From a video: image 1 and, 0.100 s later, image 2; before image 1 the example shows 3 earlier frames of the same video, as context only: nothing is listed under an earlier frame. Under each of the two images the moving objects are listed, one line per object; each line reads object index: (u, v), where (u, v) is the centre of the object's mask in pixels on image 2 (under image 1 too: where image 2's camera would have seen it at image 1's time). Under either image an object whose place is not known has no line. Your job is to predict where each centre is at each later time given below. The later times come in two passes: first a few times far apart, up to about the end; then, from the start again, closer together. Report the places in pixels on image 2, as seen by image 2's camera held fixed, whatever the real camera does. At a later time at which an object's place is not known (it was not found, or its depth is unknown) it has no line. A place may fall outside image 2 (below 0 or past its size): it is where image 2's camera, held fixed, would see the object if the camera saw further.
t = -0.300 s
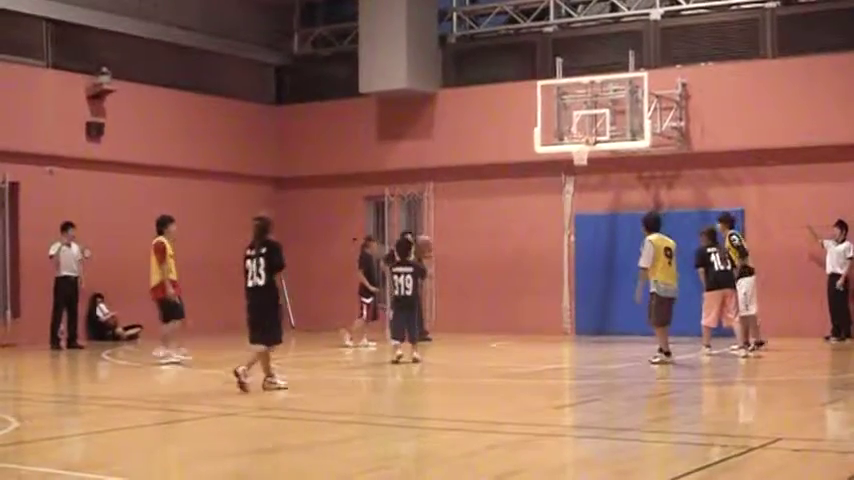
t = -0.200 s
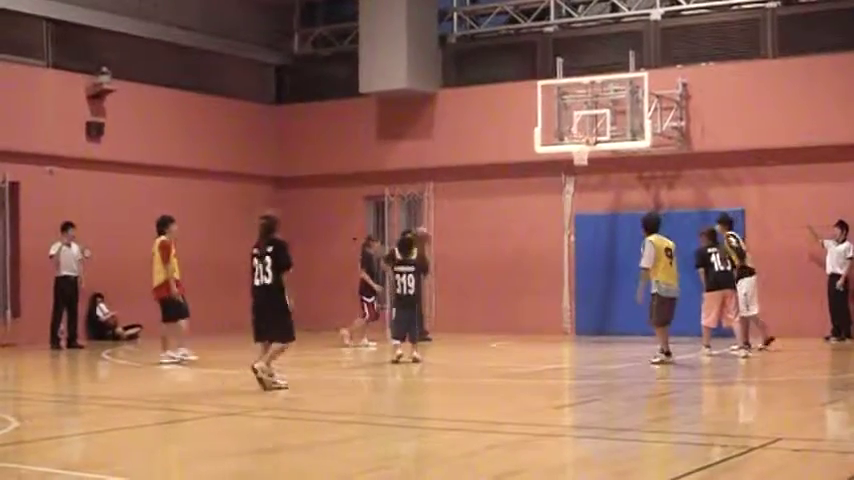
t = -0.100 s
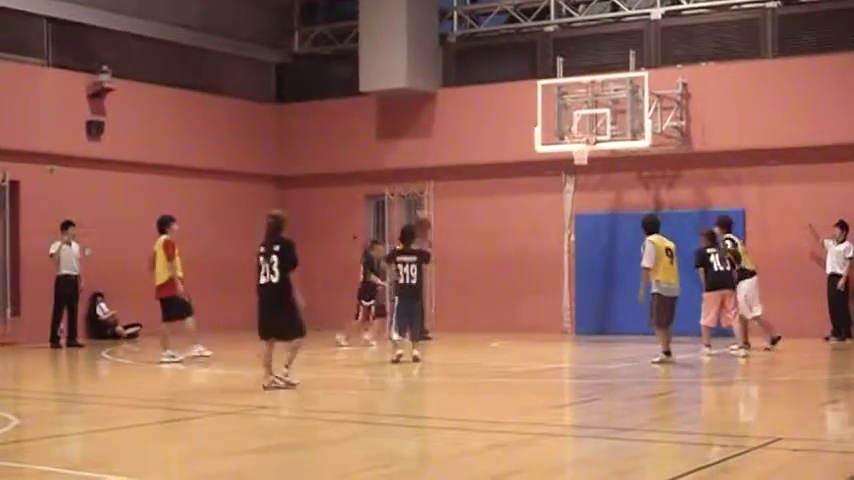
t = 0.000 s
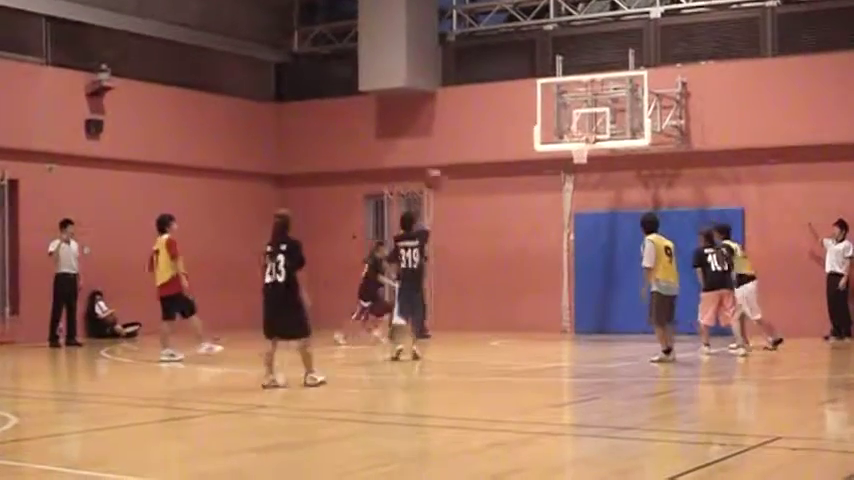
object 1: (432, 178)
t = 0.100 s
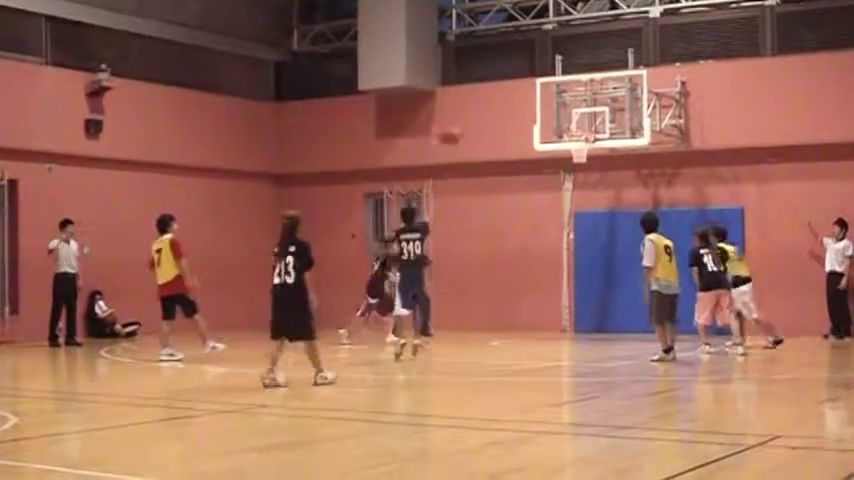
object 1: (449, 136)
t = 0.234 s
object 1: (471, 93)
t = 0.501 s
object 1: (510, 51)
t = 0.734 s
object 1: (541, 58)
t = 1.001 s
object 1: (575, 113)
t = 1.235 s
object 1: (578, 121)
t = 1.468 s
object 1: (558, 115)
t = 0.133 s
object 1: (456, 123)
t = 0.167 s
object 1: (460, 111)
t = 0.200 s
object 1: (466, 102)
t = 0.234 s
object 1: (471, 93)
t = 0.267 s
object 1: (478, 83)
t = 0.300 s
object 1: (483, 76)
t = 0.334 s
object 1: (486, 70)
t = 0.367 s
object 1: (491, 64)
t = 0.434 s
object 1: (500, 56)
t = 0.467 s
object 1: (506, 53)
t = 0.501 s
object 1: (510, 51)
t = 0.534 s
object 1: (515, 51)
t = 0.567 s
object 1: (520, 51)
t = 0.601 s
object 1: (525, 51)
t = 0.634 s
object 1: (529, 53)
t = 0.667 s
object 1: (533, 54)
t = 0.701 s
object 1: (537, 56)
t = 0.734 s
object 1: (541, 58)
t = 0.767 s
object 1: (546, 63)
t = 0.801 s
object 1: (550, 65)
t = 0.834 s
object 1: (555, 74)
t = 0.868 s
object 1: (559, 82)
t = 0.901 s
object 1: (563, 90)
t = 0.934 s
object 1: (566, 98)
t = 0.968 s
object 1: (571, 106)
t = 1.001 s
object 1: (575, 113)
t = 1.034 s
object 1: (578, 124)
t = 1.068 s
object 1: (579, 124)
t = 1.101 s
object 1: (581, 125)
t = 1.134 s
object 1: (583, 125)
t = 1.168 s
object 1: (583, 124)
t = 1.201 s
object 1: (580, 123)
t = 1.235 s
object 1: (578, 121)
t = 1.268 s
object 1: (575, 118)
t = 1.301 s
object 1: (572, 116)
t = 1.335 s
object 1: (568, 114)
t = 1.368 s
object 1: (565, 114)
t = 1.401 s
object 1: (563, 113)
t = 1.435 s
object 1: (560, 113)
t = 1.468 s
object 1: (558, 115)
